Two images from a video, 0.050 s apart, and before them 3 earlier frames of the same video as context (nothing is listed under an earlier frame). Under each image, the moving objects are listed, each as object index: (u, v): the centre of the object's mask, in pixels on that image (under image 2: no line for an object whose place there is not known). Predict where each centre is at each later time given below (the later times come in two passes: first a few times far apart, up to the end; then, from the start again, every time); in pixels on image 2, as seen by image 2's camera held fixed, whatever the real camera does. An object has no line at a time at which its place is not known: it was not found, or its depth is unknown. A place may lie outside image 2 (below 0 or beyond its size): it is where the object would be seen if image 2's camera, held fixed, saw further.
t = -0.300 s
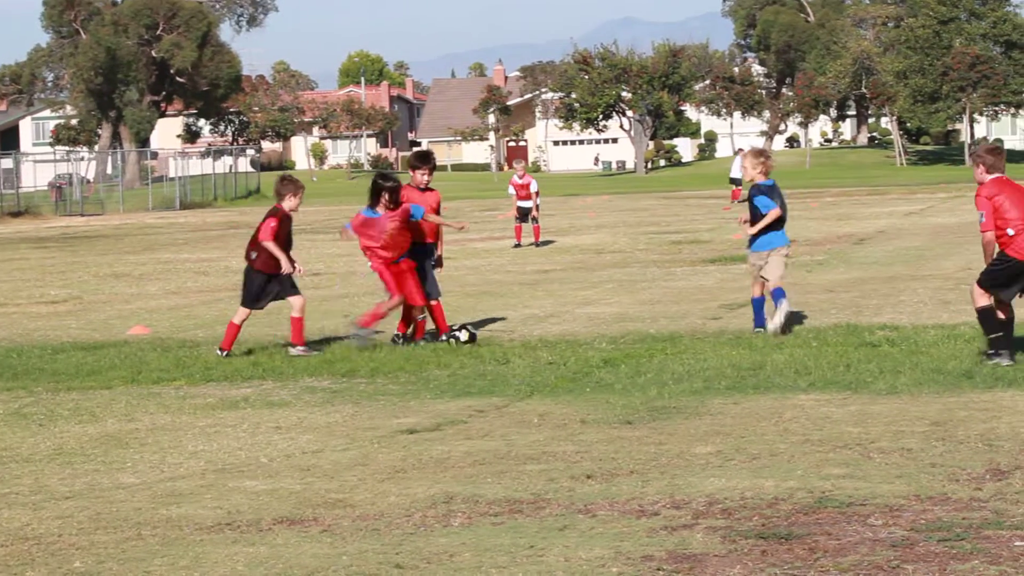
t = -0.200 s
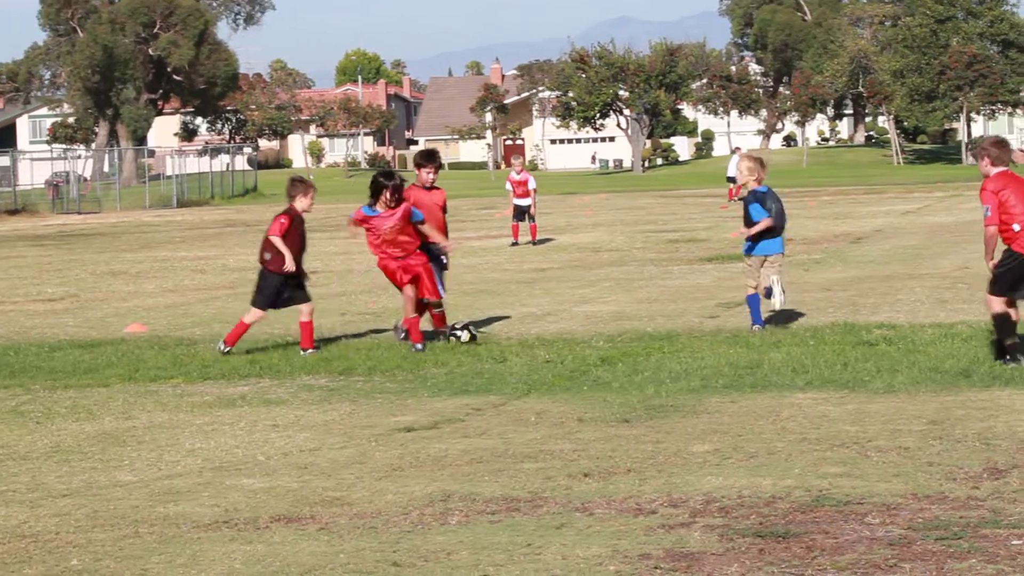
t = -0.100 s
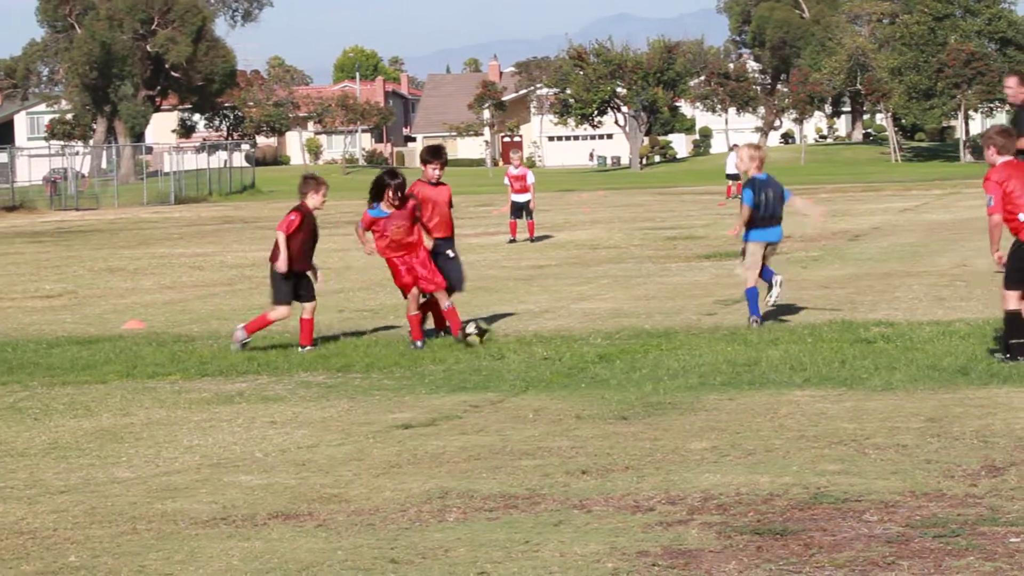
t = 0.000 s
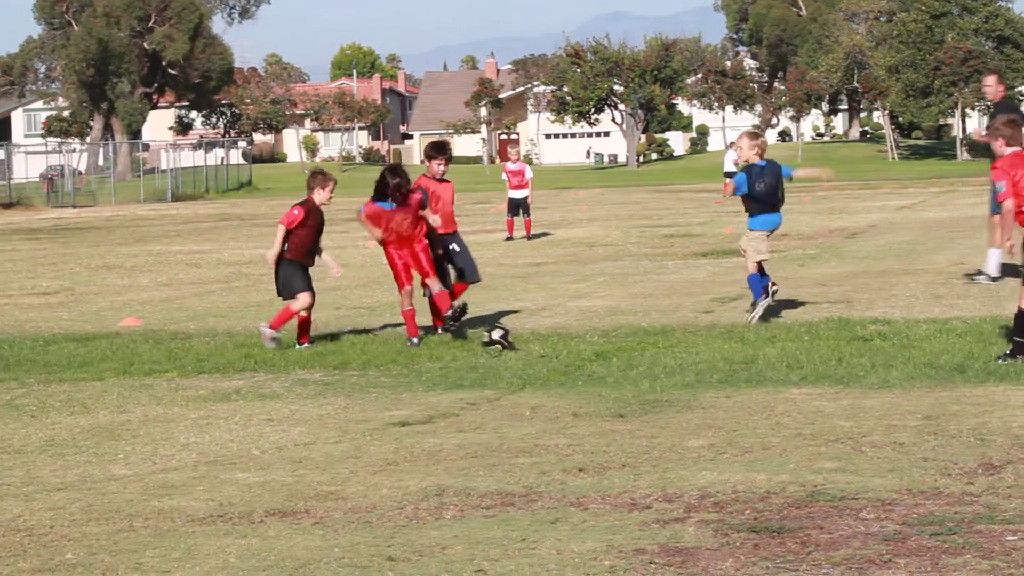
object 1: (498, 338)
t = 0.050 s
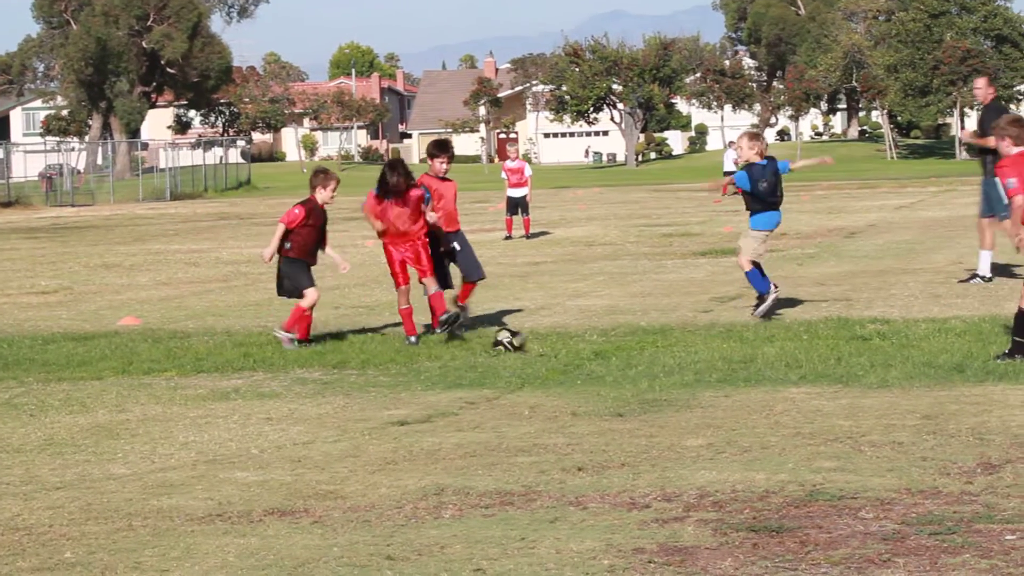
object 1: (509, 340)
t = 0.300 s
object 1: (560, 350)
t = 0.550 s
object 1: (606, 362)
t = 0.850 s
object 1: (663, 375)
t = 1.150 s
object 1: (713, 386)
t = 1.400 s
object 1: (755, 397)
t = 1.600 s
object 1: (791, 408)
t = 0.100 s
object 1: (519, 341)
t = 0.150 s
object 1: (530, 343)
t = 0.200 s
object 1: (540, 346)
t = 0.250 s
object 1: (551, 349)
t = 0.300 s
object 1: (560, 350)
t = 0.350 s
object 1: (570, 353)
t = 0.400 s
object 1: (578, 357)
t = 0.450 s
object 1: (589, 359)
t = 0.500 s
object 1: (597, 360)
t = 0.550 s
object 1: (606, 362)
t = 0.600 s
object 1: (616, 362)
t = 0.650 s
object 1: (625, 365)
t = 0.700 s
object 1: (635, 369)
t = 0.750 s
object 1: (645, 369)
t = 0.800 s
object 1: (654, 370)
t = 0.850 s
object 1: (663, 375)
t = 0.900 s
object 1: (671, 375)
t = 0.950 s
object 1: (680, 374)
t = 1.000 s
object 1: (688, 379)
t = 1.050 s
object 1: (697, 385)
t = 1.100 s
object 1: (706, 385)
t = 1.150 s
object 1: (713, 386)
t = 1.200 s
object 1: (721, 390)
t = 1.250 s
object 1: (729, 391)
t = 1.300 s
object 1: (738, 393)
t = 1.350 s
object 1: (747, 397)
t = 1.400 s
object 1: (755, 397)
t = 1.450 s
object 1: (765, 400)
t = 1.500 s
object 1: (773, 401)
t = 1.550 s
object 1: (783, 404)
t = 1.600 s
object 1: (791, 408)
